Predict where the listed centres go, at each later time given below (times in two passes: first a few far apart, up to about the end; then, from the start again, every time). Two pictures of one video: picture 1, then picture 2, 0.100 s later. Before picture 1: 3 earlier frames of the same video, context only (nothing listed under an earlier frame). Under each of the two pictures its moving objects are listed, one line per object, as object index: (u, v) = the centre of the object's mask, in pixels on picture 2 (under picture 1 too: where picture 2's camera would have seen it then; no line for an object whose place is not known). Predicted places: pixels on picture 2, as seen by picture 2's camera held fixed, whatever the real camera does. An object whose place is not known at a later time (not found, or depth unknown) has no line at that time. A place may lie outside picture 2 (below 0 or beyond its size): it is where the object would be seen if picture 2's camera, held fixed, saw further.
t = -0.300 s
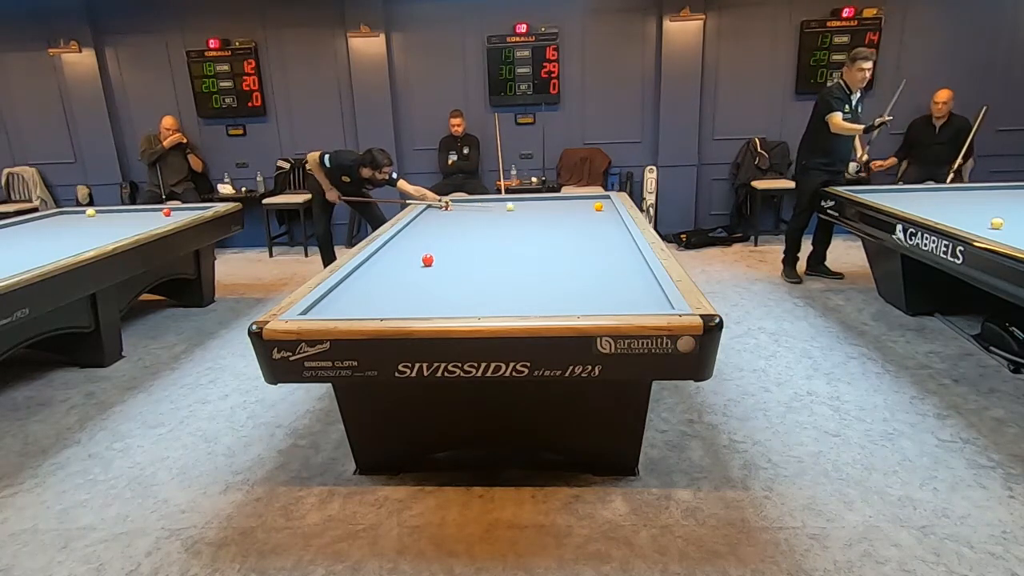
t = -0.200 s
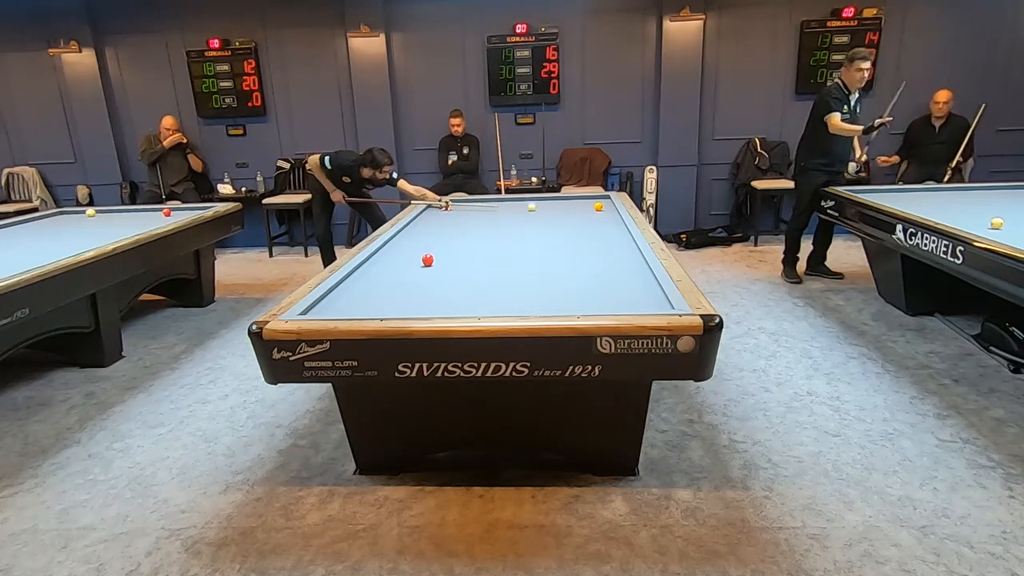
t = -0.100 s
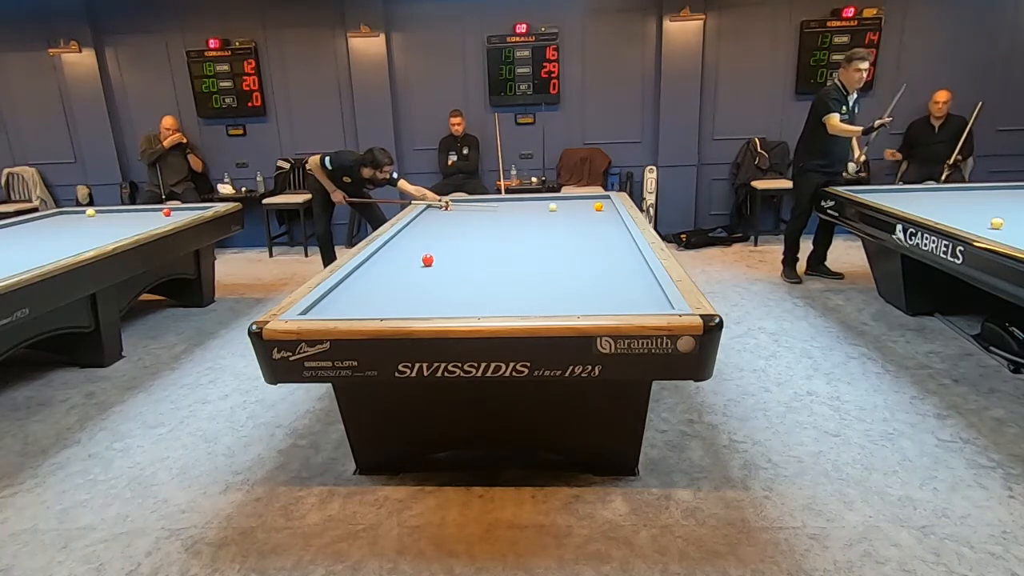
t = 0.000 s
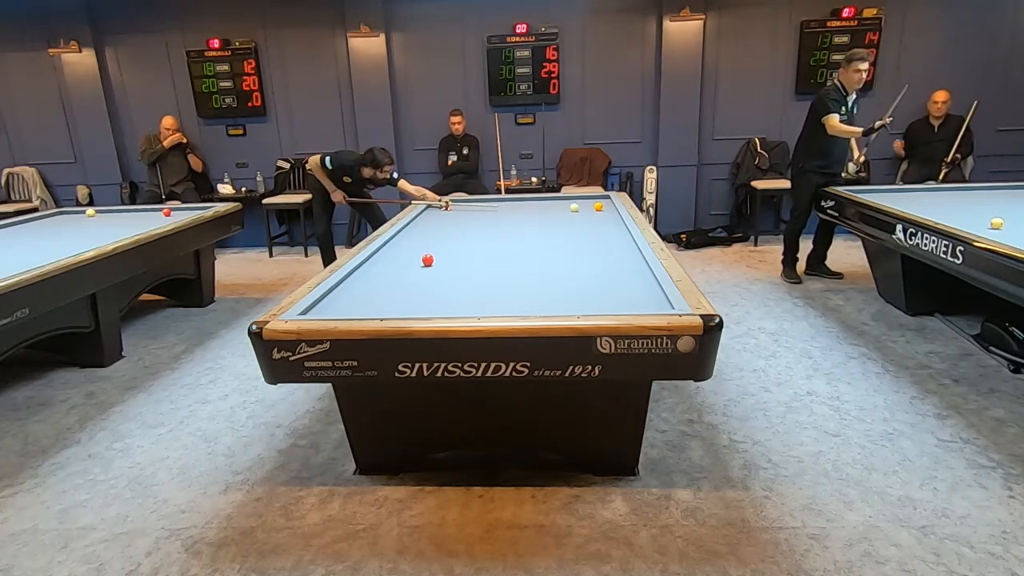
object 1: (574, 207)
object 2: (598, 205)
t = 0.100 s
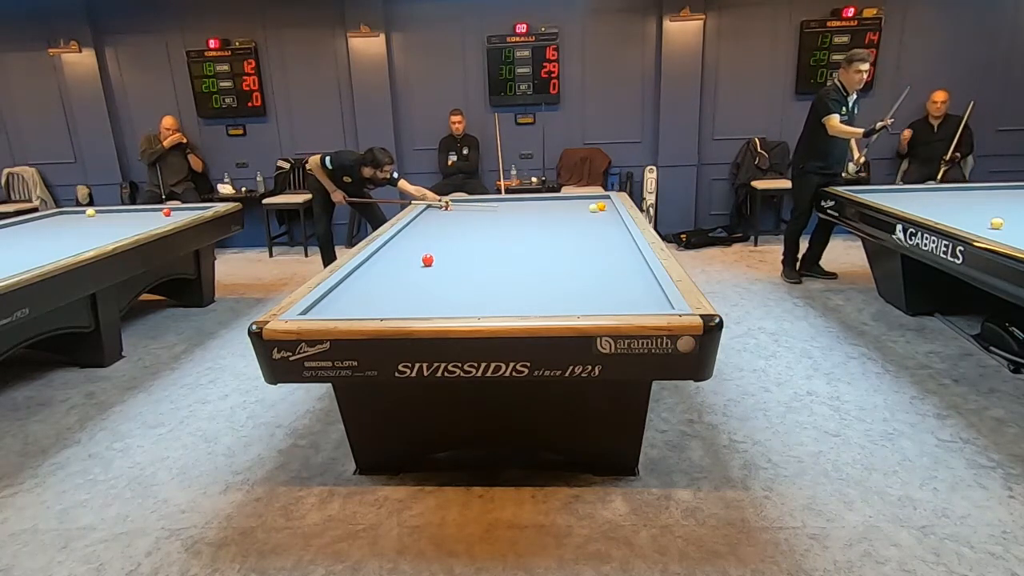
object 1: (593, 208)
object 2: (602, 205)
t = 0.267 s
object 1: (611, 211)
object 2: (605, 204)
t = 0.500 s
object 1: (600, 216)
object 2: (590, 203)
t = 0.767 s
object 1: (584, 223)
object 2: (574, 203)
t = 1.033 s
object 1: (566, 230)
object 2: (559, 202)
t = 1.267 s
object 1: (548, 237)
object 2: (547, 201)
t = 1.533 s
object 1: (527, 245)
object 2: (533, 201)
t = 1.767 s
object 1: (507, 253)
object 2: (522, 200)
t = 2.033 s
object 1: (482, 264)
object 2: (510, 199)
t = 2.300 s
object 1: (454, 275)
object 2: (498, 199)
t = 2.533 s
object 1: (427, 286)
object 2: (489, 199)
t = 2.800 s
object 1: (393, 300)
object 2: (480, 199)
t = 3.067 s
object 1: (355, 311)
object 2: (471, 200)
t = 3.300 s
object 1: (338, 307)
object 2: (463, 201)
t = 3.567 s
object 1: (325, 300)
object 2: (454, 202)
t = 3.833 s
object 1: (348, 292)
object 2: (446, 202)
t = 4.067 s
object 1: (365, 286)
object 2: (439, 202)
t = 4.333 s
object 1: (384, 280)
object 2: (434, 203)
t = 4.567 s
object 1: (398, 275)
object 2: (436, 203)
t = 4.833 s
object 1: (414, 270)
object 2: (439, 203)
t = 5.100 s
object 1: (427, 266)
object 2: (442, 203)
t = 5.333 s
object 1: (439, 262)
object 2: (445, 204)
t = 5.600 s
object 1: (451, 257)
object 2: (447, 204)
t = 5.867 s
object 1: (462, 254)
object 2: (449, 204)
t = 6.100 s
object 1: (471, 251)
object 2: (450, 204)
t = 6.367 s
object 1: (481, 248)
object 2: (451, 204)
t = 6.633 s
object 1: (489, 245)
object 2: (452, 204)
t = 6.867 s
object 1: (496, 242)
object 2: (453, 204)
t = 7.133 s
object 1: (504, 240)
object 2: (453, 204)
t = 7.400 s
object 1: (511, 237)
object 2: (453, 204)
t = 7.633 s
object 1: (516, 236)
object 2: (453, 204)
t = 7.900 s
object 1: (522, 234)
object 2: (453, 204)
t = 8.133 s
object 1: (527, 232)
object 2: (453, 204)
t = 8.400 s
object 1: (532, 230)
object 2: (453, 204)
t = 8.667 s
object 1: (536, 229)
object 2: (453, 204)
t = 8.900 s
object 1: (540, 228)
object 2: (453, 204)
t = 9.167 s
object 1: (544, 226)
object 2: (453, 204)
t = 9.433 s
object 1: (547, 225)
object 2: (453, 204)
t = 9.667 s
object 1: (550, 224)
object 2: (453, 204)
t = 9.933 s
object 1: (554, 223)
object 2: (453, 204)
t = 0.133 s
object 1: (596, 208)
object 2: (605, 205)
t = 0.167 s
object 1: (599, 209)
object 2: (609, 205)
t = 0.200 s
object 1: (603, 209)
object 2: (610, 204)
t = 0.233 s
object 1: (607, 210)
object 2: (609, 203)
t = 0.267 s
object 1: (611, 211)
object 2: (605, 204)
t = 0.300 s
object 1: (613, 211)
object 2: (603, 204)
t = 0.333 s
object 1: (611, 212)
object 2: (601, 204)
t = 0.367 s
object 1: (608, 213)
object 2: (599, 203)
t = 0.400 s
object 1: (606, 214)
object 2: (596, 203)
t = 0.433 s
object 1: (604, 214)
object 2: (594, 203)
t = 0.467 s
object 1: (603, 215)
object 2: (592, 203)
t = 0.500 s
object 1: (600, 216)
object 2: (590, 203)
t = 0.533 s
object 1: (599, 217)
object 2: (588, 203)
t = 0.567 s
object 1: (596, 218)
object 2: (586, 203)
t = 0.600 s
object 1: (594, 218)
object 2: (584, 203)
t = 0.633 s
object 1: (592, 219)
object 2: (582, 203)
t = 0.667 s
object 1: (590, 220)
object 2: (580, 203)
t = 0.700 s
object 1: (588, 221)
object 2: (578, 203)
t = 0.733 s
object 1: (586, 222)
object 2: (576, 203)
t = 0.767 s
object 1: (584, 223)
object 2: (574, 203)
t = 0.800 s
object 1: (582, 223)
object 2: (572, 203)
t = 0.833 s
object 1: (580, 224)
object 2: (570, 203)
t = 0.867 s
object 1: (577, 225)
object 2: (568, 202)
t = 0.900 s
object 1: (575, 226)
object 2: (566, 202)
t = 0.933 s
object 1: (572, 227)
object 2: (564, 202)
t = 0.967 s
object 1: (570, 228)
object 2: (563, 202)
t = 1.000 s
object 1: (568, 229)
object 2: (561, 202)
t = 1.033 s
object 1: (566, 230)
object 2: (559, 202)
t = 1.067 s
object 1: (563, 231)
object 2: (557, 202)
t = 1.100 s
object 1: (561, 232)
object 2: (555, 202)
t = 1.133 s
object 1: (559, 233)
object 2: (554, 201)
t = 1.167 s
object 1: (556, 234)
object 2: (552, 201)
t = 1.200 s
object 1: (553, 234)
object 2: (550, 201)
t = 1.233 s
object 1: (551, 236)
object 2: (548, 201)
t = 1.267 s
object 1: (548, 237)
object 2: (547, 201)
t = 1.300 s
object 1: (546, 238)
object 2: (545, 201)
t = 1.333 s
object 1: (543, 239)
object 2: (543, 201)
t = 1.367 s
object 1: (541, 240)
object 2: (541, 201)
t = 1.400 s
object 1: (538, 241)
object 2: (540, 201)
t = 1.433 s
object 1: (535, 242)
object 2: (538, 201)
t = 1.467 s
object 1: (533, 243)
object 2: (536, 201)
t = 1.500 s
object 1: (530, 244)
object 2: (535, 201)
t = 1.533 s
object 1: (527, 245)
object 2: (533, 201)
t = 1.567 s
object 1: (524, 246)
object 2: (531, 201)
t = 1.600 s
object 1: (522, 248)
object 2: (530, 200)
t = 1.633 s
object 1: (519, 249)
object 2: (528, 200)
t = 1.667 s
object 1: (517, 250)
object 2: (526, 200)
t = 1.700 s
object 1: (513, 251)
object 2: (525, 200)
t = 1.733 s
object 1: (510, 252)
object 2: (523, 200)
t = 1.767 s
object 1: (507, 253)
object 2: (522, 200)
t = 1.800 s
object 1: (504, 255)
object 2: (520, 200)
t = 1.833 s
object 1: (501, 256)
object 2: (519, 200)
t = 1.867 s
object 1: (498, 257)
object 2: (517, 200)
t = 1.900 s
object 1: (495, 259)
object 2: (516, 200)
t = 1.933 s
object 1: (492, 260)
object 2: (514, 200)
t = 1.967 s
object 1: (489, 261)
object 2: (513, 200)
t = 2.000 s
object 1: (486, 262)
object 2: (511, 199)
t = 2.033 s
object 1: (482, 264)
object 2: (510, 199)
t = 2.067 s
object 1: (478, 265)
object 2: (508, 199)
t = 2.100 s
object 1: (475, 266)
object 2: (507, 199)
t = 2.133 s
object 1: (471, 268)
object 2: (505, 199)
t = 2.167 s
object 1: (468, 269)
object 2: (504, 199)
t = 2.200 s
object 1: (465, 271)
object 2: (502, 199)
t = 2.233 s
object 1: (461, 272)
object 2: (501, 199)
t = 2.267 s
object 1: (457, 274)
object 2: (500, 199)
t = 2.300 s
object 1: (454, 275)
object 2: (498, 199)
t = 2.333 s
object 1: (450, 276)
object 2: (497, 199)
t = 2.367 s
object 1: (446, 278)
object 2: (495, 199)
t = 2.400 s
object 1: (442, 280)
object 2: (494, 199)
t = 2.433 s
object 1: (439, 281)
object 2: (493, 199)
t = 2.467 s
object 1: (435, 282)
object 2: (492, 199)
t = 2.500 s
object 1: (431, 284)
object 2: (490, 199)
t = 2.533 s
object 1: (427, 286)
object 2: (489, 199)
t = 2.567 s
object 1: (422, 288)
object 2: (488, 199)
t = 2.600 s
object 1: (418, 289)
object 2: (487, 199)
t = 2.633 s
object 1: (415, 291)
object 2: (486, 199)
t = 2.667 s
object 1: (411, 293)
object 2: (484, 199)
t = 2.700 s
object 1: (406, 294)
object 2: (483, 199)
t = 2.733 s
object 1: (402, 296)
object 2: (482, 199)
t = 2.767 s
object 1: (397, 298)
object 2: (481, 199)
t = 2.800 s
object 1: (393, 300)
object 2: (480, 199)
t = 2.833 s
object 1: (388, 301)
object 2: (479, 199)
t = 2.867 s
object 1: (384, 303)
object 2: (477, 199)
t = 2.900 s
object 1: (379, 305)
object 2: (476, 199)
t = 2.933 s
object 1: (374, 306)
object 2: (475, 199)
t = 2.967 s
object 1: (370, 308)
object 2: (474, 200)
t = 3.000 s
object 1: (365, 309)
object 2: (473, 200)
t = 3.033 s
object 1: (360, 310)
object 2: (471, 200)
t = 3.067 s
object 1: (355, 311)
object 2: (471, 200)
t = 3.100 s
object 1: (352, 310)
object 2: (469, 200)
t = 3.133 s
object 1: (350, 310)
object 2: (468, 201)
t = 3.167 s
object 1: (348, 309)
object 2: (467, 201)
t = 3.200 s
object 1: (345, 309)
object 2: (466, 201)
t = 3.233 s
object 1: (343, 308)
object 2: (465, 201)
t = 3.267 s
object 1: (341, 307)
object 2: (464, 201)
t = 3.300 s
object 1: (338, 307)
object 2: (463, 201)
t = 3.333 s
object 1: (336, 306)
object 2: (462, 201)
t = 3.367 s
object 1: (334, 305)
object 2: (460, 201)
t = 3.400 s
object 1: (331, 304)
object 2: (459, 201)
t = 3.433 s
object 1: (329, 303)
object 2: (458, 201)
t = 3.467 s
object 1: (327, 302)
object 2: (457, 201)
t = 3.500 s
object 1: (325, 301)
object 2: (456, 201)
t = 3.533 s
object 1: (323, 301)
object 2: (455, 201)
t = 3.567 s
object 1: (325, 300)
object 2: (454, 202)
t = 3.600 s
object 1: (328, 299)
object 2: (453, 202)
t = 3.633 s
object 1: (331, 298)
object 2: (452, 202)
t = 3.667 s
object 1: (334, 297)
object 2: (451, 202)
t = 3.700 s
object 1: (337, 296)
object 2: (450, 202)
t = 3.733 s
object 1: (340, 295)
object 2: (449, 202)
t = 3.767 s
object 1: (342, 294)
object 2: (448, 202)
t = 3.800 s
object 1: (345, 293)
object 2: (447, 202)
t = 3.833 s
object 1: (348, 292)
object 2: (446, 202)
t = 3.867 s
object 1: (351, 291)
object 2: (445, 202)
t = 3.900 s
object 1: (353, 291)
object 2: (444, 202)
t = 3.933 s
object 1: (355, 290)
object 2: (443, 202)
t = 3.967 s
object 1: (358, 289)
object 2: (442, 202)
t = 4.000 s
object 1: (360, 288)
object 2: (441, 202)
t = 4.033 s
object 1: (363, 287)
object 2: (440, 202)
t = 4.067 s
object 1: (365, 286)
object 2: (439, 202)
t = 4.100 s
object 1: (368, 285)
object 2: (438, 202)
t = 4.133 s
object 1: (370, 285)
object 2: (437, 202)
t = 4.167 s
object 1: (372, 284)
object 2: (437, 202)
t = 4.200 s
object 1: (375, 283)
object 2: (436, 203)
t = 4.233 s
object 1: (377, 283)
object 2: (435, 203)
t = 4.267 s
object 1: (379, 282)
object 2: (434, 203)
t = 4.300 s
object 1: (381, 281)
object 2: (434, 203)
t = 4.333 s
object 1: (384, 280)
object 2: (434, 203)
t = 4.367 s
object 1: (386, 279)
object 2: (434, 203)
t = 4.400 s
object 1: (388, 279)
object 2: (434, 203)
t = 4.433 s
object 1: (390, 278)
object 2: (435, 203)
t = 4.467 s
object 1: (392, 277)
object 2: (435, 203)
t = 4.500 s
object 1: (395, 277)
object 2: (435, 203)
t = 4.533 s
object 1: (396, 276)
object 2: (436, 203)
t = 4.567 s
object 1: (398, 275)
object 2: (436, 203)
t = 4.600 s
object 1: (400, 275)
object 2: (436, 203)
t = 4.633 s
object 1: (402, 274)
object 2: (437, 203)
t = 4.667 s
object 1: (404, 273)
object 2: (437, 203)
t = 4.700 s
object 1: (406, 272)
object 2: (438, 203)
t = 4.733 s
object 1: (408, 272)
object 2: (438, 203)
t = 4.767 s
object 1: (410, 271)
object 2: (438, 203)
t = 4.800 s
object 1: (412, 271)
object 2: (439, 203)
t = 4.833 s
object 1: (414, 270)
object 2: (439, 203)
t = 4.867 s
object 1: (416, 270)
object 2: (440, 203)
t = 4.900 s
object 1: (417, 269)
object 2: (440, 203)
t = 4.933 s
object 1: (419, 268)
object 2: (440, 203)
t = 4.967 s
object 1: (421, 268)
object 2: (440, 203)
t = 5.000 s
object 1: (422, 267)
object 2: (441, 203)
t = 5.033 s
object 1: (424, 267)
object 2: (441, 203)
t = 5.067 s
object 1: (426, 266)
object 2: (442, 203)
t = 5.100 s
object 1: (427, 266)
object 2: (442, 203)
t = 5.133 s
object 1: (429, 265)
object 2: (443, 203)
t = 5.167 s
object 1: (431, 264)
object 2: (443, 203)
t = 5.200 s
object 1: (433, 264)
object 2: (443, 203)
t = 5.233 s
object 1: (434, 263)
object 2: (444, 204)
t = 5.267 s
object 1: (436, 263)
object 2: (444, 204)
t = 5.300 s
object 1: (438, 262)
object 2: (444, 204)
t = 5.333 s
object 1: (439, 262)
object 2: (445, 204)
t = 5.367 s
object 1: (441, 261)
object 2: (445, 204)
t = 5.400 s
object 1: (442, 260)
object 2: (445, 204)
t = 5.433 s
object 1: (444, 260)
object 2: (445, 204)
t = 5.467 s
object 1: (445, 259)
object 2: (445, 204)
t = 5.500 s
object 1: (446, 259)
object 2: (446, 204)
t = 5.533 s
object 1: (448, 258)
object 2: (446, 204)
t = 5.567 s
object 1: (450, 258)
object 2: (446, 204)
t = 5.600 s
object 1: (451, 257)
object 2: (447, 204)
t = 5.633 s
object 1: (453, 257)
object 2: (447, 204)
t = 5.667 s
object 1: (454, 257)
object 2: (447, 204)
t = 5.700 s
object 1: (455, 256)
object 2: (447, 204)
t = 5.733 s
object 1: (457, 256)
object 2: (448, 204)
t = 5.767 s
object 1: (458, 255)
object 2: (448, 204)
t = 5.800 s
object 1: (460, 255)
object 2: (448, 204)
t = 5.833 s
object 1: (461, 254)
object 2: (448, 204)
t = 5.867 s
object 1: (462, 254)
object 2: (449, 204)
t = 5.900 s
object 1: (464, 253)
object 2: (449, 204)
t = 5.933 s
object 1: (465, 253)
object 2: (449, 204)
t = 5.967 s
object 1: (466, 252)
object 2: (449, 204)
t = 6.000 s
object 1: (467, 252)
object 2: (450, 204)
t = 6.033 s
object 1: (469, 252)
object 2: (450, 204)
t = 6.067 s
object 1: (470, 251)
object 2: (450, 204)
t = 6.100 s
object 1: (471, 251)
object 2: (450, 204)
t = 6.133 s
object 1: (472, 250)
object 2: (450, 204)
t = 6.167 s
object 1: (474, 250)
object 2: (450, 204)
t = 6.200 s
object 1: (475, 250)
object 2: (451, 204)
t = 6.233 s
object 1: (476, 249)
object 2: (451, 204)
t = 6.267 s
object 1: (477, 249)
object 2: (451, 204)
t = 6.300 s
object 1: (479, 248)
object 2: (451, 204)
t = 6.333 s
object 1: (480, 248)
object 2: (451, 204)
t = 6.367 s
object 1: (481, 248)
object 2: (451, 204)
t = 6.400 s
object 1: (482, 247)
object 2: (451, 204)
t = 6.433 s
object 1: (483, 247)
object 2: (451, 204)
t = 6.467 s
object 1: (484, 247)
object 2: (452, 204)
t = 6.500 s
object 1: (485, 246)
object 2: (452, 204)
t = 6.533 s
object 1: (486, 246)
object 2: (452, 204)
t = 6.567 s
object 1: (487, 245)
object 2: (452, 204)
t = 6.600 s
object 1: (488, 245)
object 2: (452, 204)
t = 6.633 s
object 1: (489, 245)
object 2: (452, 204)
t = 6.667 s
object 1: (490, 244)
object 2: (452, 204)
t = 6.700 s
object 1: (491, 244)
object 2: (453, 204)
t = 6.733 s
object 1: (492, 244)
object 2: (453, 204)
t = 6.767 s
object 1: (493, 243)
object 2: (453, 204)
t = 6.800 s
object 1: (494, 243)
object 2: (453, 204)
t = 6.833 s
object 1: (495, 243)
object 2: (453, 204)
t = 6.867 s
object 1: (496, 242)
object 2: (453, 204)
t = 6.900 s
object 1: (497, 242)
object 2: (453, 204)
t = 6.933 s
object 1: (498, 242)
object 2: (453, 204)
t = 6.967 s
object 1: (499, 241)
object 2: (453, 204)
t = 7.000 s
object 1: (500, 241)
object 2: (453, 204)
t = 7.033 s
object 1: (501, 241)
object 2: (453, 204)
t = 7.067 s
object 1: (502, 241)
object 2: (453, 204)
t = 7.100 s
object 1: (503, 240)
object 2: (453, 204)
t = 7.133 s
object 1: (504, 240)
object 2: (453, 204)
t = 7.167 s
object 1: (504, 240)
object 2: (453, 204)
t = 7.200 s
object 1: (505, 239)
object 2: (453, 204)
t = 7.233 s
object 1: (506, 239)
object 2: (453, 204)
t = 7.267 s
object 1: (507, 239)
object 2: (453, 204)
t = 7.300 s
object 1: (508, 239)
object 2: (453, 204)
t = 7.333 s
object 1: (509, 238)
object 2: (453, 204)
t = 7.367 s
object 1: (510, 238)
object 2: (453, 204)
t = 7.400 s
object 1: (511, 237)
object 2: (453, 204)
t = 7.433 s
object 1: (511, 237)
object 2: (453, 204)
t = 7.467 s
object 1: (512, 237)
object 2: (453, 204)
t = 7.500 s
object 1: (513, 237)
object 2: (453, 204)
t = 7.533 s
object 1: (514, 237)
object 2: (453, 204)
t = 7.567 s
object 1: (515, 236)
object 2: (453, 204)
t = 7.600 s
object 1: (515, 236)
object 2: (453, 204)
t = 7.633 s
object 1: (516, 236)
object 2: (453, 204)
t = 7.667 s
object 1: (517, 235)
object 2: (453, 204)
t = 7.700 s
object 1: (517, 235)
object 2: (453, 204)
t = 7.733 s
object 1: (518, 235)
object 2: (453, 204)
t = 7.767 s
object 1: (519, 235)
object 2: (453, 204)
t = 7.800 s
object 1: (520, 235)
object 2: (453, 204)
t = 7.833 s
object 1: (520, 235)
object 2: (453, 204)
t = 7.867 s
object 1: (521, 234)
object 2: (453, 204)
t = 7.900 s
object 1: (522, 234)
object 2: (453, 204)
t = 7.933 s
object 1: (522, 234)
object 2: (453, 204)
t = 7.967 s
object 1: (523, 233)
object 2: (453, 204)
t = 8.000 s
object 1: (524, 233)
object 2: (453, 204)
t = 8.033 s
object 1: (524, 233)
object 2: (453, 204)
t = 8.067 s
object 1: (525, 233)
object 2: (453, 204)
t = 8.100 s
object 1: (526, 232)
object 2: (453, 204)
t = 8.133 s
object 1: (527, 232)
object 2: (453, 204)
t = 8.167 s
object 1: (527, 232)
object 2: (453, 204)
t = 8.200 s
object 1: (528, 232)
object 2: (453, 204)
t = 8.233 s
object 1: (528, 232)
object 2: (453, 204)
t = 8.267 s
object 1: (529, 231)
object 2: (453, 204)
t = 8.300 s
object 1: (530, 231)
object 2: (453, 204)
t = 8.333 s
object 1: (530, 231)
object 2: (453, 204)
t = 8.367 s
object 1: (531, 230)
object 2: (453, 204)
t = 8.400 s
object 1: (532, 230)
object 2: (453, 204)
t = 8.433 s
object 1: (532, 230)
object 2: (453, 204)
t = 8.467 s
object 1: (533, 230)
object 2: (453, 204)
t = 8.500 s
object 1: (533, 230)
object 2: (453, 204)
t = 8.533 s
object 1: (534, 230)
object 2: (453, 204)
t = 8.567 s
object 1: (535, 230)
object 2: (453, 204)
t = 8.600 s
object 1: (535, 229)
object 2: (453, 204)
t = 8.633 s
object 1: (536, 229)
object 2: (453, 204)
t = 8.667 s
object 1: (536, 229)
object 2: (453, 204)
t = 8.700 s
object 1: (537, 229)
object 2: (453, 204)
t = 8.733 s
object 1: (538, 229)
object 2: (453, 204)
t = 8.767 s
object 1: (538, 228)
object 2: (453, 204)
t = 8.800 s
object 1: (538, 228)
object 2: (453, 204)
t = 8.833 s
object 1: (539, 228)
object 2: (453, 204)
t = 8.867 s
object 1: (540, 228)
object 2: (453, 204)
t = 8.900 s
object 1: (540, 228)
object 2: (453, 204)
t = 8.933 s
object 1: (541, 227)
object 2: (453, 204)
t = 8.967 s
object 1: (541, 227)
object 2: (453, 204)
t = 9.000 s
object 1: (541, 227)
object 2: (453, 204)
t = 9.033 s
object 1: (542, 227)
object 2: (453, 204)
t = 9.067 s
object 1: (542, 227)
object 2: (453, 204)
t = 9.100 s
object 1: (543, 227)
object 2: (453, 204)
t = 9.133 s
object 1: (543, 227)
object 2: (453, 204)
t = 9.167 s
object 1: (544, 226)
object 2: (453, 204)
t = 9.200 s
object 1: (544, 226)
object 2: (453, 204)
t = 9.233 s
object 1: (545, 226)
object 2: (453, 204)
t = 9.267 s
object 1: (545, 226)
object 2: (453, 204)
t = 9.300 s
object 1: (546, 226)
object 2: (453, 204)
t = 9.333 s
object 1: (546, 226)
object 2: (453, 204)
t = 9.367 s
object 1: (546, 226)
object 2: (453, 204)
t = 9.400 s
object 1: (547, 225)
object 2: (453, 204)
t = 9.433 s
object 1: (547, 225)
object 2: (453, 204)
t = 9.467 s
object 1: (548, 225)
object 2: (453, 204)
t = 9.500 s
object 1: (548, 225)
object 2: (453, 204)
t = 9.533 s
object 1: (549, 225)
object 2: (453, 204)
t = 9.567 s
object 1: (549, 225)
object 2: (453, 204)
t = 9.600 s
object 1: (549, 225)
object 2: (453, 204)
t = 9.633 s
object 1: (550, 224)
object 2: (453, 204)
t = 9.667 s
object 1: (550, 224)
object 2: (453, 204)
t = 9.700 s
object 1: (551, 224)
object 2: (453, 204)
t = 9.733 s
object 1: (551, 224)
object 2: (453, 204)
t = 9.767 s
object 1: (551, 224)
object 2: (453, 204)
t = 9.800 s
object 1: (552, 224)
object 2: (453, 204)
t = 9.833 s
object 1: (552, 224)
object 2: (453, 204)
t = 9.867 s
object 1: (553, 224)
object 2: (453, 204)
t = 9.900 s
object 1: (553, 223)
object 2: (453, 204)
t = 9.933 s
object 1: (554, 223)
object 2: (453, 204)
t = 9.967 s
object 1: (554, 223)
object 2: (453, 204)
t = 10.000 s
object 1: (555, 223)
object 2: (453, 204)
